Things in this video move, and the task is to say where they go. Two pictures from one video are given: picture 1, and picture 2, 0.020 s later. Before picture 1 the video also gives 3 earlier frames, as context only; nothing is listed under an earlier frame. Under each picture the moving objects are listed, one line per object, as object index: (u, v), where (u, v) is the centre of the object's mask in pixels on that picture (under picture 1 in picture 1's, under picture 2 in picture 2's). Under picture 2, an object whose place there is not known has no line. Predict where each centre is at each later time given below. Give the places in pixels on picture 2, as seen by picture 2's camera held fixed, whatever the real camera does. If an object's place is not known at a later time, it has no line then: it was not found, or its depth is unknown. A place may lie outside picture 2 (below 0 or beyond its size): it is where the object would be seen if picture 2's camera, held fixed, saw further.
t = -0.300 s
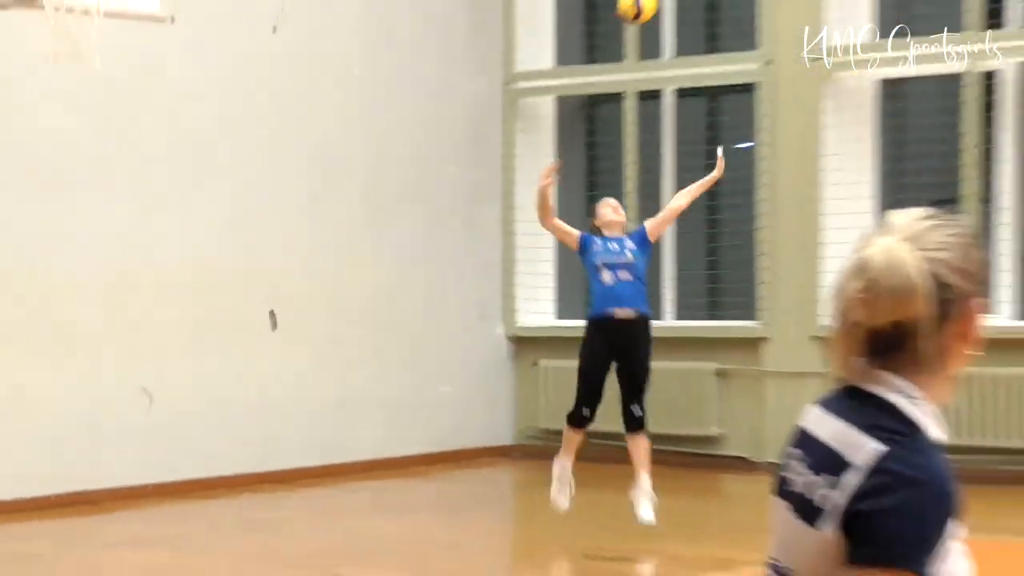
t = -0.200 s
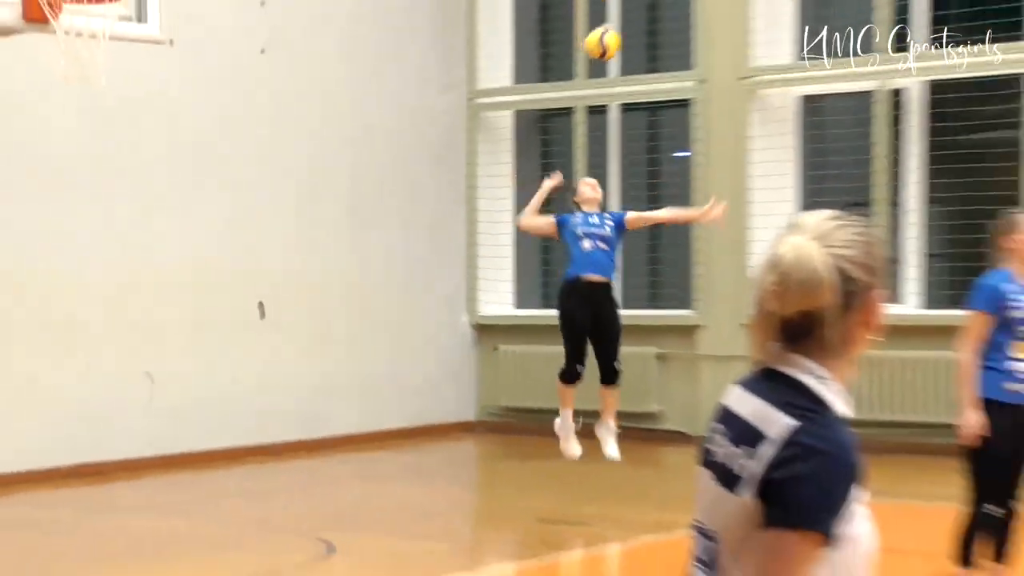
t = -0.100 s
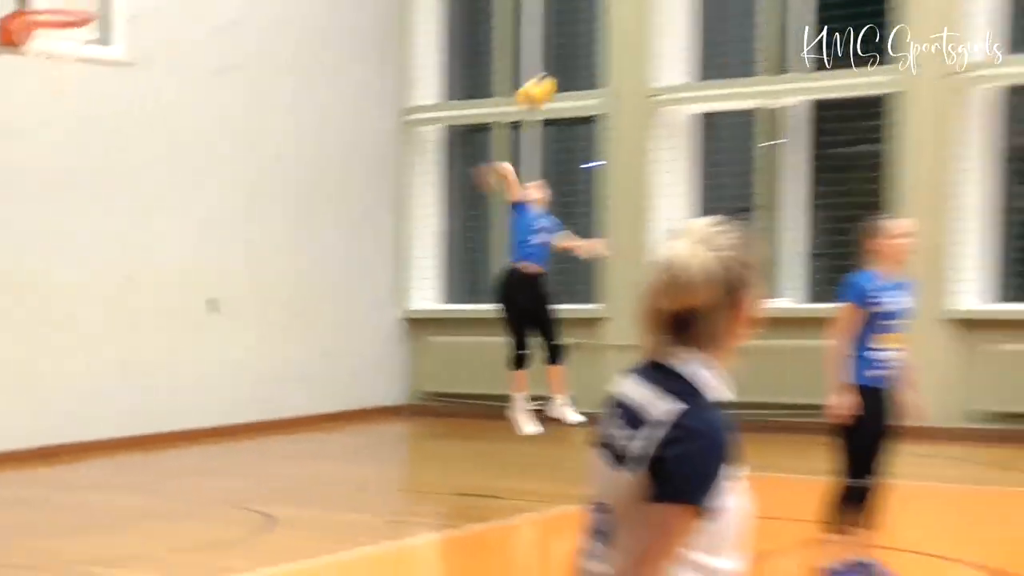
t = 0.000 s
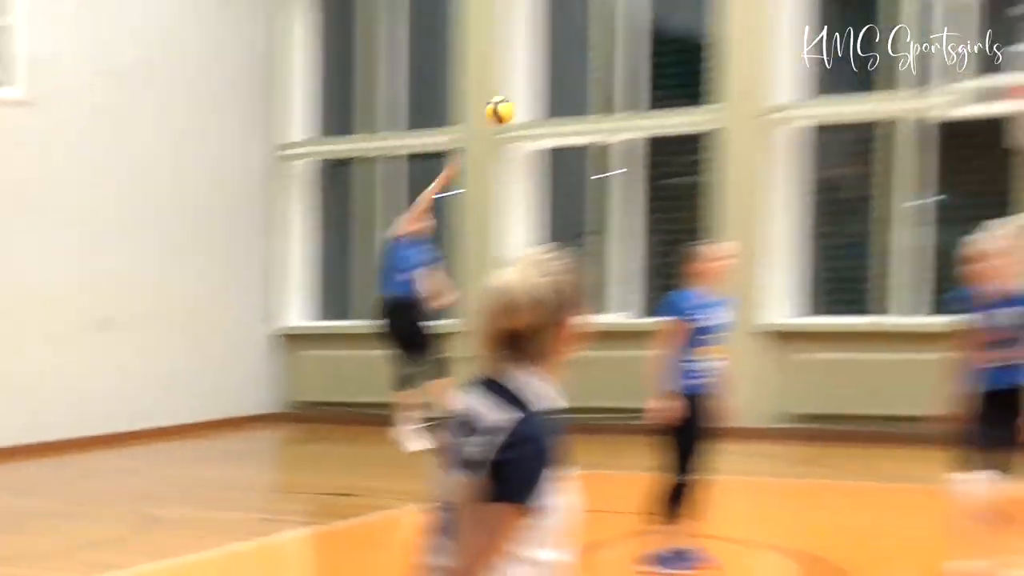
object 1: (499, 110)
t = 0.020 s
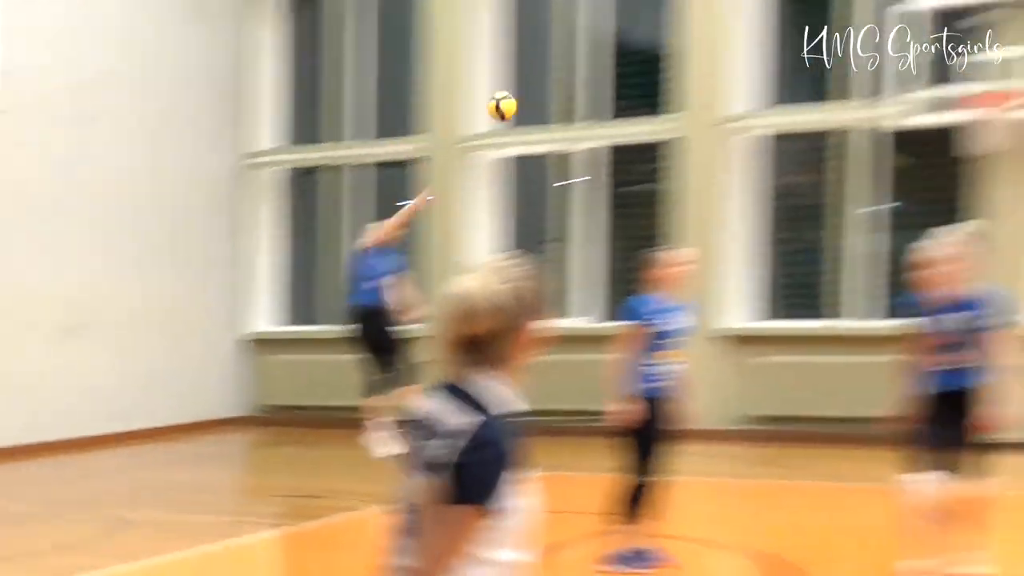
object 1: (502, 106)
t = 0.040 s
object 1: (541, 93)
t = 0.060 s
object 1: (581, 79)
